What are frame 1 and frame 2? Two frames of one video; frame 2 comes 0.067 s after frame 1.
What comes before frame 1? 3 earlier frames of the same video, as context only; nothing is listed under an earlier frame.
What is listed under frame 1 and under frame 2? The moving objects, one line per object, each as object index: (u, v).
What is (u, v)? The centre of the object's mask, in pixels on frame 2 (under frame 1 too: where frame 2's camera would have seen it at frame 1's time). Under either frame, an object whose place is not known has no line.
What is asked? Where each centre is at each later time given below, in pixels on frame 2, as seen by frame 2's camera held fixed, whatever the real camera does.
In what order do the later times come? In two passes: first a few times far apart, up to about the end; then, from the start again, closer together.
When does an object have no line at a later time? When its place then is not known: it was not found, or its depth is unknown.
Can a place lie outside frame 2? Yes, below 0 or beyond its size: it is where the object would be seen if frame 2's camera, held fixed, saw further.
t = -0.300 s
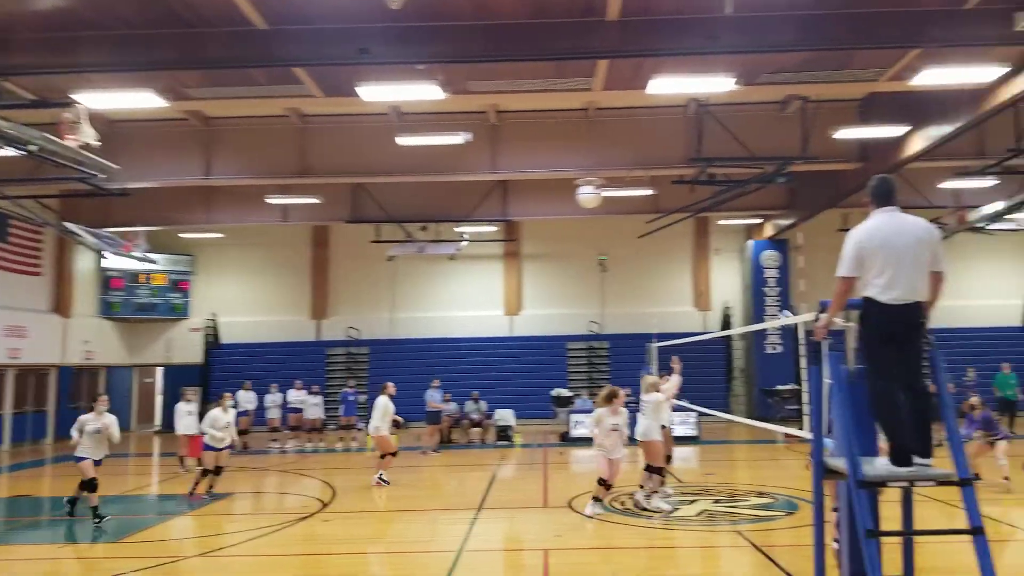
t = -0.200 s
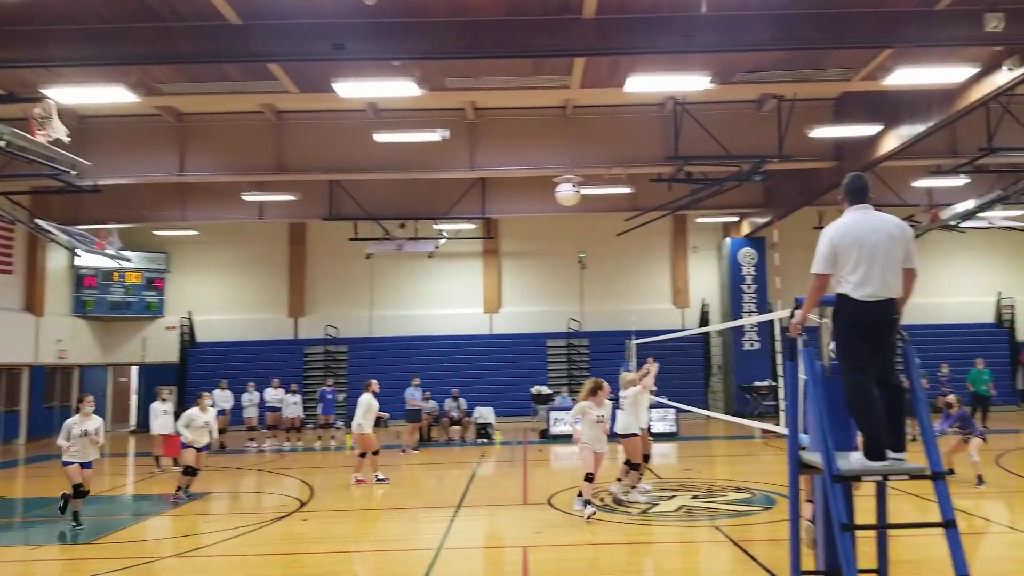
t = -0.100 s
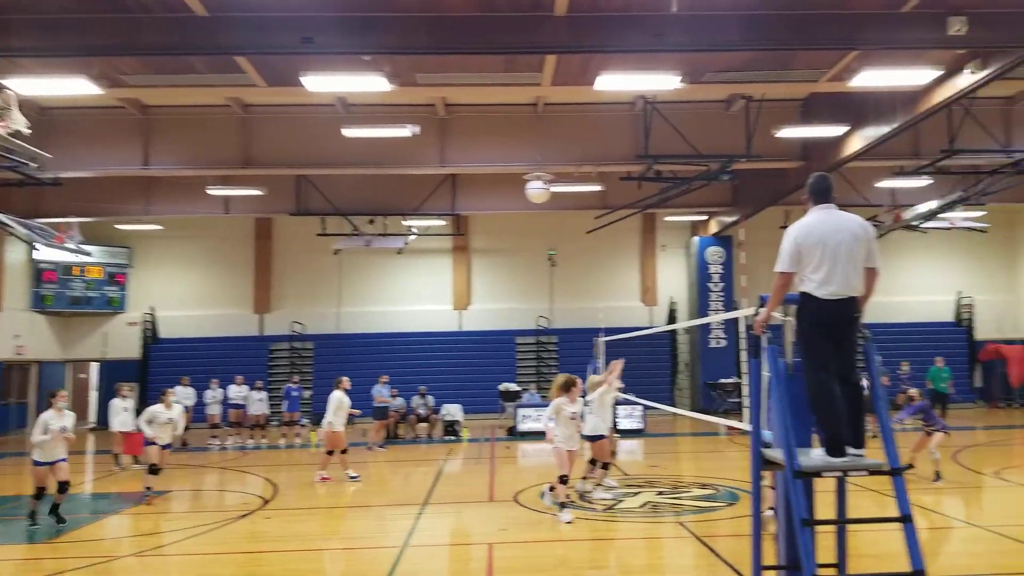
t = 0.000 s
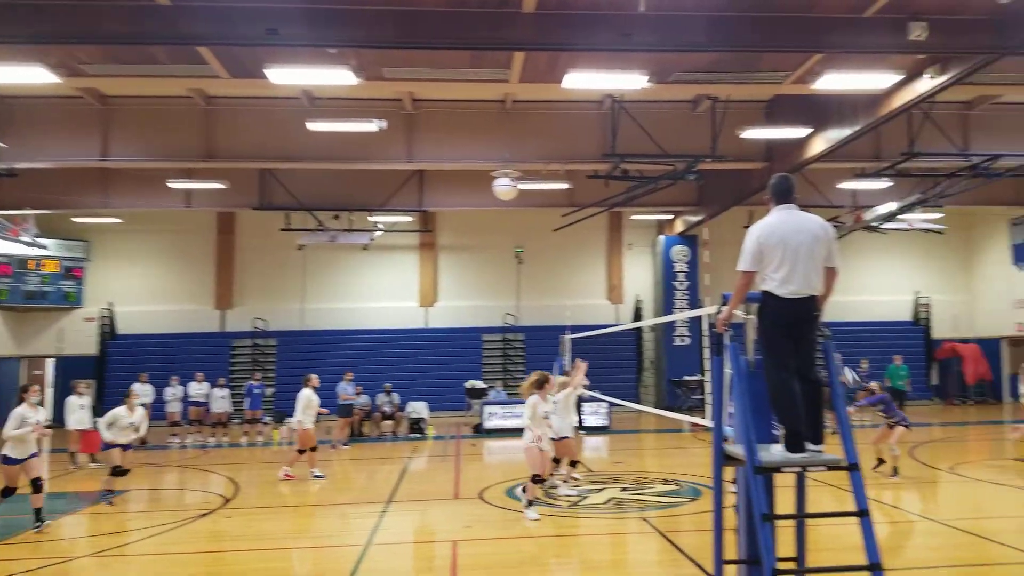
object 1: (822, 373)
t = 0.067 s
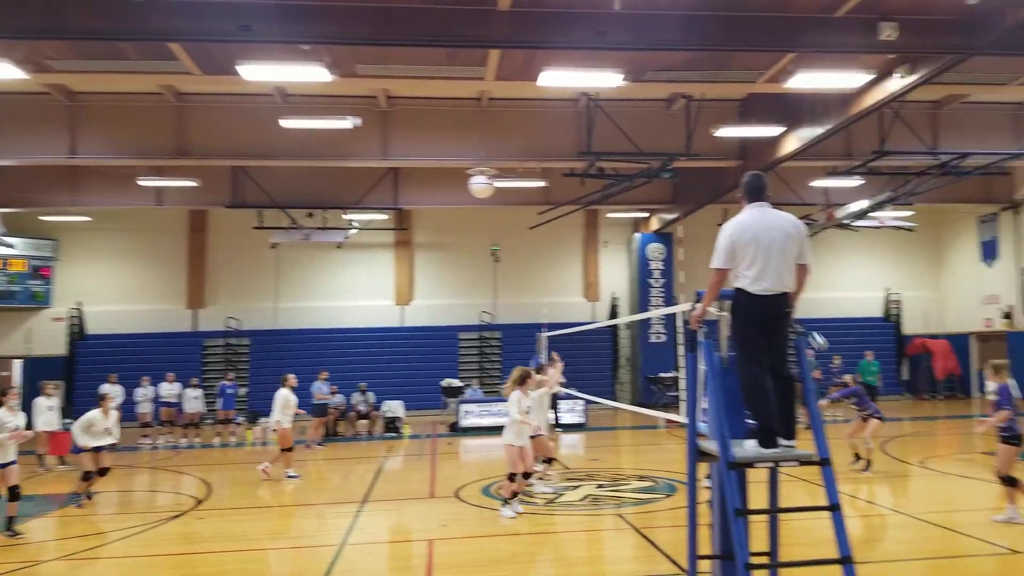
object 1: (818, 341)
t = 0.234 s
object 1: (809, 272)
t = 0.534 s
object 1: (795, 206)
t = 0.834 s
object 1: (784, 189)
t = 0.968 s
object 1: (778, 201)
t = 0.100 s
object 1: (816, 327)
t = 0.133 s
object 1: (815, 315)
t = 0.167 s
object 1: (812, 302)
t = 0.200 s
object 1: (811, 288)
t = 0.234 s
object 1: (809, 272)
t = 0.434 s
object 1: (801, 223)
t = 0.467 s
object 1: (799, 217)
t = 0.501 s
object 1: (796, 211)
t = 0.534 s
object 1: (795, 206)
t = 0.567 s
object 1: (794, 202)
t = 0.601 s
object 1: (792, 198)
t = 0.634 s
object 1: (791, 193)
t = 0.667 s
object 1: (789, 193)
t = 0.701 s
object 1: (787, 191)
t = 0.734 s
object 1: (788, 188)
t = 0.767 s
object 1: (786, 188)
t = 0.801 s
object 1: (785, 188)
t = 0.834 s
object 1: (784, 189)
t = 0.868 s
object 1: (784, 190)
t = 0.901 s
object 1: (782, 192)
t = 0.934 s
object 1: (780, 197)
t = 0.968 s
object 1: (778, 201)
